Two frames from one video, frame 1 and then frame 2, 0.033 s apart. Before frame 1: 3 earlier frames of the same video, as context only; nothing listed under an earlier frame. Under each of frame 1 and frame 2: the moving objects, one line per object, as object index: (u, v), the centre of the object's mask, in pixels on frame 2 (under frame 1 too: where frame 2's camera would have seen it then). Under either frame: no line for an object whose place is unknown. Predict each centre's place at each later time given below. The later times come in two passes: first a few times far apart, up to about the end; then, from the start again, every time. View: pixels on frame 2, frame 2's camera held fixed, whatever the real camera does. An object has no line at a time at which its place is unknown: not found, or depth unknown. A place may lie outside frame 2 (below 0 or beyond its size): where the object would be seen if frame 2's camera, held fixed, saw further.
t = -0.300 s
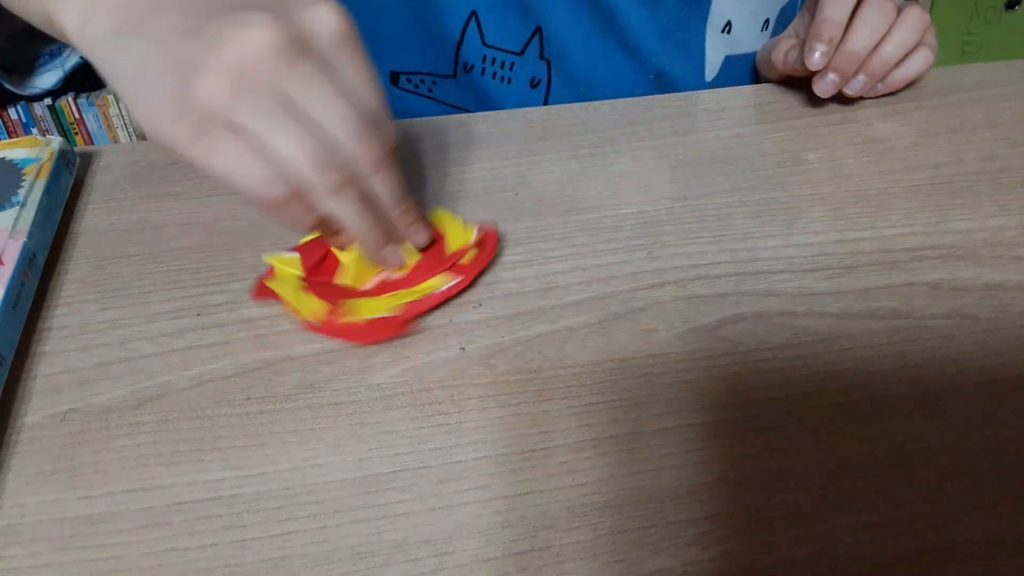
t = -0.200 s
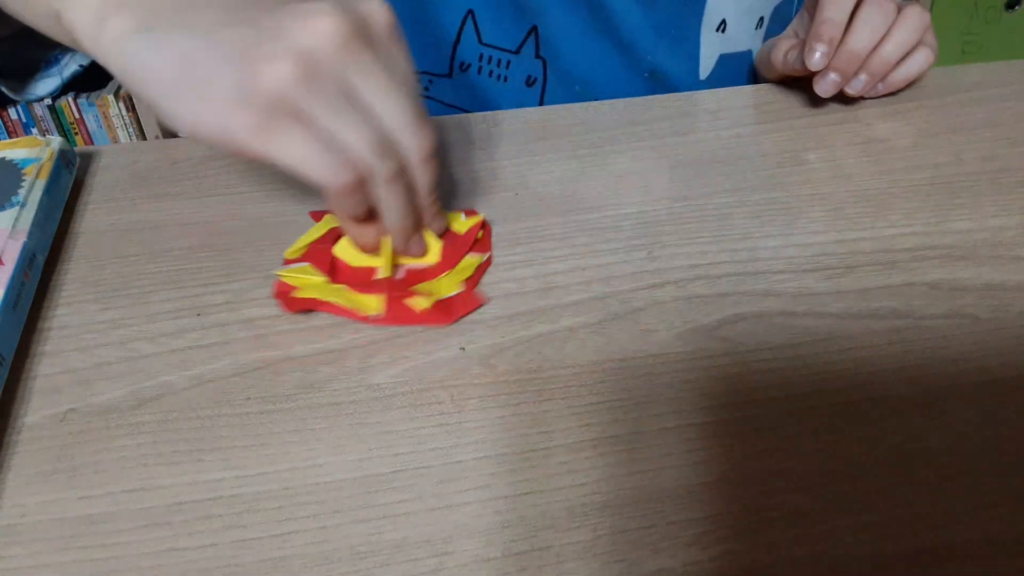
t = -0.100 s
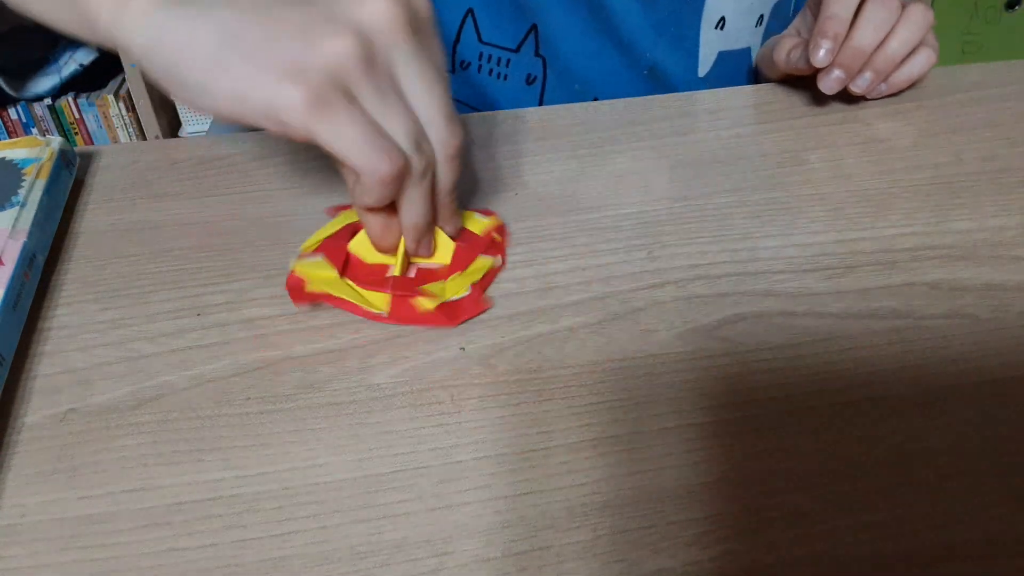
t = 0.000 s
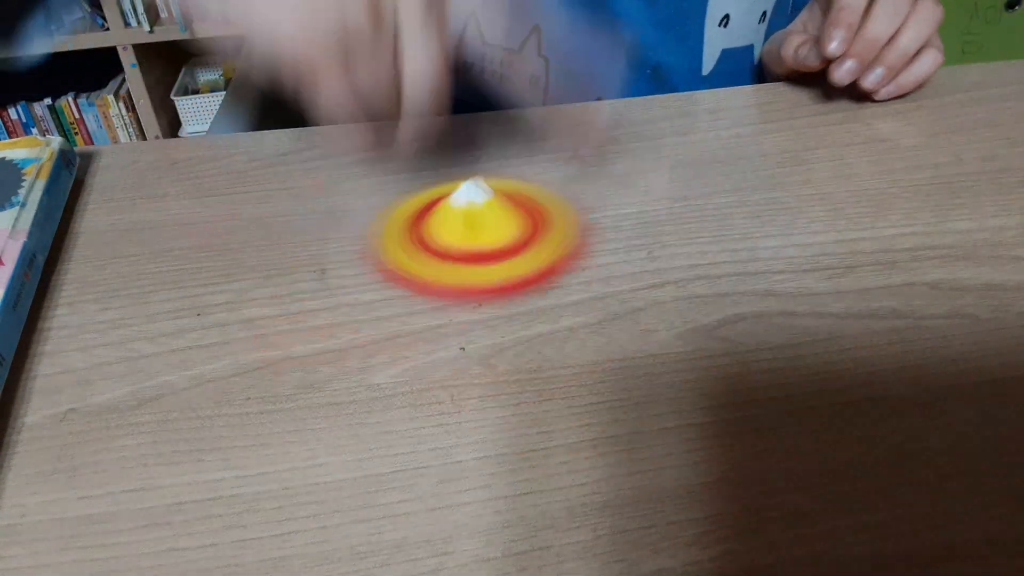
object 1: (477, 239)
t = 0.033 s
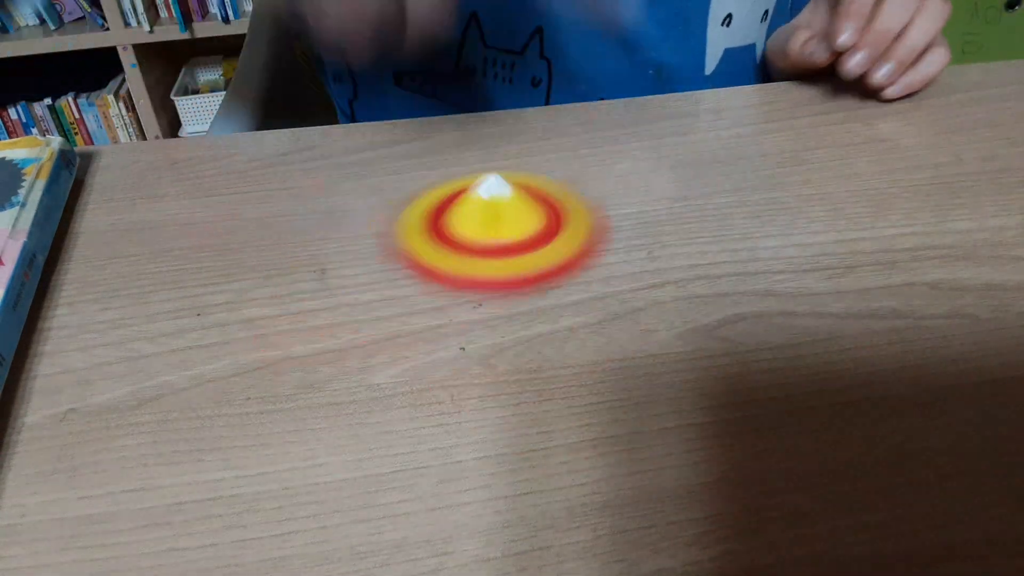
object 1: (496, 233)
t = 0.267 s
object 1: (530, 216)
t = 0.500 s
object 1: (543, 206)
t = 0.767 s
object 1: (558, 199)
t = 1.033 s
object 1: (562, 195)
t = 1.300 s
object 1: (566, 192)
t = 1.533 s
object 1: (568, 190)
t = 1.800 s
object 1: (568, 191)
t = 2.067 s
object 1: (570, 193)
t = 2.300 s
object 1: (581, 192)
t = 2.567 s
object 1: (586, 190)
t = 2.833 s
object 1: (580, 187)
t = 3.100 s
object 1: (575, 190)
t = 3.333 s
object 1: (585, 193)
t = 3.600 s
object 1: (590, 188)
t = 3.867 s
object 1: (580, 189)
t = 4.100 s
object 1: (585, 192)
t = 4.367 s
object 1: (592, 191)
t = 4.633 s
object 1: (584, 190)
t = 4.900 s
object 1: (595, 192)
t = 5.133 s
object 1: (593, 189)
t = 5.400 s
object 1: (595, 191)
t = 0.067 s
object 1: (508, 229)
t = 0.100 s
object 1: (516, 226)
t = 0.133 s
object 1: (519, 223)
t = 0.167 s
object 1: (520, 221)
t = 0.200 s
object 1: (525, 219)
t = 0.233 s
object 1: (527, 218)
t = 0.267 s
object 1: (530, 216)
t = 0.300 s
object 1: (532, 215)
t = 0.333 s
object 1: (534, 213)
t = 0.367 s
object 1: (537, 211)
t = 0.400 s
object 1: (540, 210)
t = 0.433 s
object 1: (541, 208)
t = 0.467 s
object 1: (543, 207)
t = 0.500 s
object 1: (543, 206)
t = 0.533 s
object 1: (547, 205)
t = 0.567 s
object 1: (550, 204)
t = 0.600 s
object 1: (551, 203)
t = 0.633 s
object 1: (553, 202)
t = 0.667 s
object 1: (556, 201)
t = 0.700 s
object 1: (556, 200)
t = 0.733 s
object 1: (557, 200)
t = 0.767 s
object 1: (558, 199)
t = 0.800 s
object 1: (557, 198)
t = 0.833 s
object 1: (560, 199)
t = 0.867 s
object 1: (560, 197)
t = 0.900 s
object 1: (560, 197)
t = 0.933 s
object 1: (561, 197)
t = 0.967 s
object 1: (561, 196)
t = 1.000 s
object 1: (563, 196)
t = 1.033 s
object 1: (562, 195)
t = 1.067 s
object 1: (563, 195)
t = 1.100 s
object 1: (564, 194)
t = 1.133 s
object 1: (563, 194)
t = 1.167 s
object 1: (566, 193)
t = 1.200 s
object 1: (565, 193)
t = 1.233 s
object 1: (567, 192)
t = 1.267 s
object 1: (566, 191)
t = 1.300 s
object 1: (566, 192)
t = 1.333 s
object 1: (566, 192)
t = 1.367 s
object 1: (567, 192)
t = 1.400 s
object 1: (568, 191)
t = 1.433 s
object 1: (567, 191)
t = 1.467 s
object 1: (568, 191)
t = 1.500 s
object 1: (567, 190)
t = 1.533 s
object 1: (568, 190)
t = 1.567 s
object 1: (567, 190)
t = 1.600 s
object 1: (568, 189)
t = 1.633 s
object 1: (567, 190)
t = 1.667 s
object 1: (568, 190)
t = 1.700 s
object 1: (566, 190)
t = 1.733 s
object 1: (567, 190)
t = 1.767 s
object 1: (566, 191)
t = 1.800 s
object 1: (568, 191)
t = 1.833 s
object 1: (567, 191)
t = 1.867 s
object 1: (569, 191)
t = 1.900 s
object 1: (568, 192)
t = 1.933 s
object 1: (569, 192)
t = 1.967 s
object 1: (569, 192)
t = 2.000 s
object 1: (570, 192)
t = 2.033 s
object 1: (570, 193)
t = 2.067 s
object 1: (570, 193)
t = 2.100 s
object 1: (572, 194)
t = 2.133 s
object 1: (572, 193)
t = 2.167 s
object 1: (576, 193)
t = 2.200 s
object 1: (575, 194)
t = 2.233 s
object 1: (579, 193)
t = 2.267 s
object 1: (578, 193)
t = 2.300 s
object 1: (581, 192)
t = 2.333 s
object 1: (580, 193)
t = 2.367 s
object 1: (582, 192)
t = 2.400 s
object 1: (584, 192)
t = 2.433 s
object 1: (583, 191)
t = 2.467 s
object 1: (586, 191)
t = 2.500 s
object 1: (585, 191)
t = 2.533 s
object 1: (586, 189)
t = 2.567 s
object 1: (586, 190)
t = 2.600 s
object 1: (585, 189)
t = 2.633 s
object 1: (587, 188)
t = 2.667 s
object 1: (584, 188)
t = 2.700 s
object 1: (586, 187)
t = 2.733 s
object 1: (583, 187)
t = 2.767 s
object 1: (582, 186)
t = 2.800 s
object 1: (583, 186)
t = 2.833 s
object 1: (580, 187)
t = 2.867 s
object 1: (581, 186)
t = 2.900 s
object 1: (577, 187)
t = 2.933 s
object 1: (576, 187)
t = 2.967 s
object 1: (576, 187)
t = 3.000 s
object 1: (576, 189)
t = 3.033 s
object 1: (576, 189)
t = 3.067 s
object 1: (576, 191)
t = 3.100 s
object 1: (575, 190)
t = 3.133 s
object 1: (578, 191)
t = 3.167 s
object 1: (576, 192)
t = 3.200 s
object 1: (577, 193)
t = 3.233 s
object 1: (580, 193)
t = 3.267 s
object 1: (580, 193)
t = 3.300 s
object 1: (583, 193)
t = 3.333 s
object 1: (585, 193)
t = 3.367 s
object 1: (584, 193)
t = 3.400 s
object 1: (586, 192)
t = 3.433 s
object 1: (588, 192)
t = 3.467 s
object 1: (586, 192)
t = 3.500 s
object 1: (589, 190)
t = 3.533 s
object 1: (589, 191)
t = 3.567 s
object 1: (587, 190)
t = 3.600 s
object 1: (590, 188)
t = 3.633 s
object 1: (588, 189)
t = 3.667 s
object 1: (586, 188)
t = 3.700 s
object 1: (588, 187)
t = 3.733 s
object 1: (586, 189)
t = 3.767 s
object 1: (583, 188)
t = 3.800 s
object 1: (586, 187)
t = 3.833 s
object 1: (583, 189)
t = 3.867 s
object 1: (580, 189)
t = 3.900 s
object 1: (582, 189)
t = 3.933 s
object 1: (582, 192)
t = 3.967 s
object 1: (580, 191)
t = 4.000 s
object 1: (582, 191)
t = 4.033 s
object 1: (583, 193)
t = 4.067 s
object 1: (581, 193)
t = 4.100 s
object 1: (585, 192)
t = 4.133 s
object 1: (587, 193)
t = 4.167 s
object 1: (585, 194)
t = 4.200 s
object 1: (589, 193)
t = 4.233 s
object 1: (592, 193)
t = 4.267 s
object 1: (589, 193)
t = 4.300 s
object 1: (591, 192)
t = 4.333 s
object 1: (595, 191)
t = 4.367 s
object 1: (592, 191)
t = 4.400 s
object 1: (590, 190)
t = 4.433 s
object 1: (594, 189)
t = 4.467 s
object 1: (592, 189)
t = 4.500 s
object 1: (589, 188)
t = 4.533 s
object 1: (589, 188)
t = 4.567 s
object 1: (589, 189)
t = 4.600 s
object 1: (585, 190)
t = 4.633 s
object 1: (584, 190)
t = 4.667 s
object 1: (587, 189)
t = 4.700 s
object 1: (587, 192)
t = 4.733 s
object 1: (585, 192)
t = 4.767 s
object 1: (588, 192)
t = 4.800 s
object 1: (591, 193)
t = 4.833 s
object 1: (589, 193)
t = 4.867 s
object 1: (591, 192)
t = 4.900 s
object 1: (595, 192)
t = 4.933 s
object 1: (595, 192)
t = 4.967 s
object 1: (593, 191)
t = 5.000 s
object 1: (595, 191)
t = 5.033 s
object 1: (598, 190)
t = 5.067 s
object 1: (596, 191)
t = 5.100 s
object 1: (593, 190)
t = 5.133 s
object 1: (593, 189)
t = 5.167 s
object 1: (594, 189)
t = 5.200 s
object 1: (591, 190)
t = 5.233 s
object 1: (590, 190)
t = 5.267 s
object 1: (592, 189)
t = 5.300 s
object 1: (592, 191)
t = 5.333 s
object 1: (590, 192)
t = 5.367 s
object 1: (592, 191)
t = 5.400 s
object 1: (595, 191)
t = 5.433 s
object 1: (596, 193)
